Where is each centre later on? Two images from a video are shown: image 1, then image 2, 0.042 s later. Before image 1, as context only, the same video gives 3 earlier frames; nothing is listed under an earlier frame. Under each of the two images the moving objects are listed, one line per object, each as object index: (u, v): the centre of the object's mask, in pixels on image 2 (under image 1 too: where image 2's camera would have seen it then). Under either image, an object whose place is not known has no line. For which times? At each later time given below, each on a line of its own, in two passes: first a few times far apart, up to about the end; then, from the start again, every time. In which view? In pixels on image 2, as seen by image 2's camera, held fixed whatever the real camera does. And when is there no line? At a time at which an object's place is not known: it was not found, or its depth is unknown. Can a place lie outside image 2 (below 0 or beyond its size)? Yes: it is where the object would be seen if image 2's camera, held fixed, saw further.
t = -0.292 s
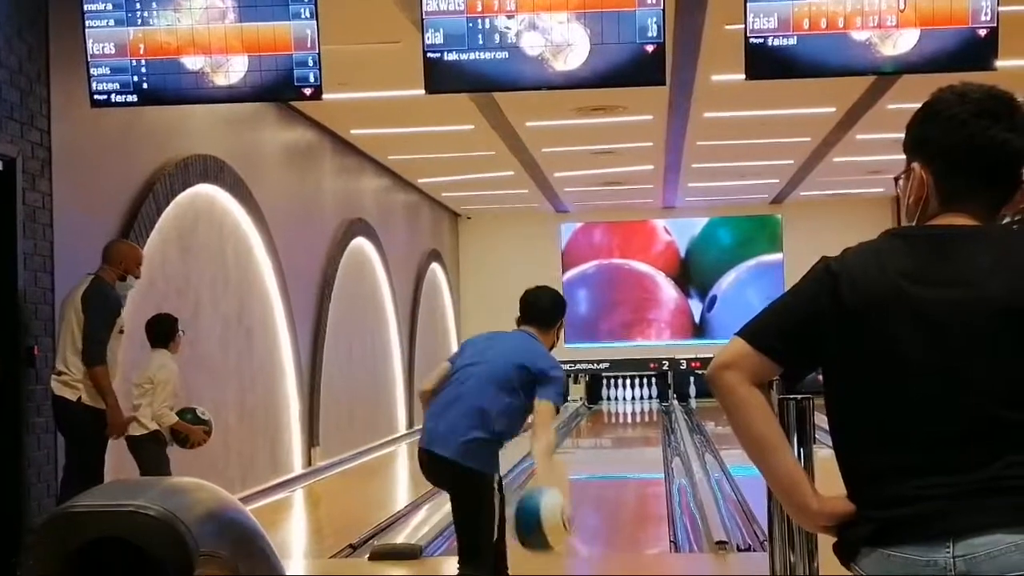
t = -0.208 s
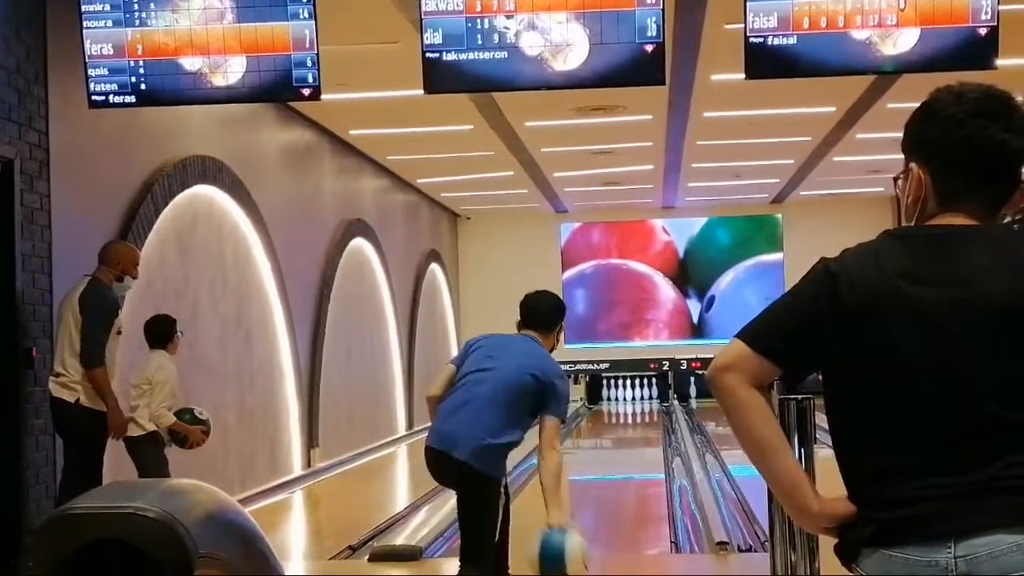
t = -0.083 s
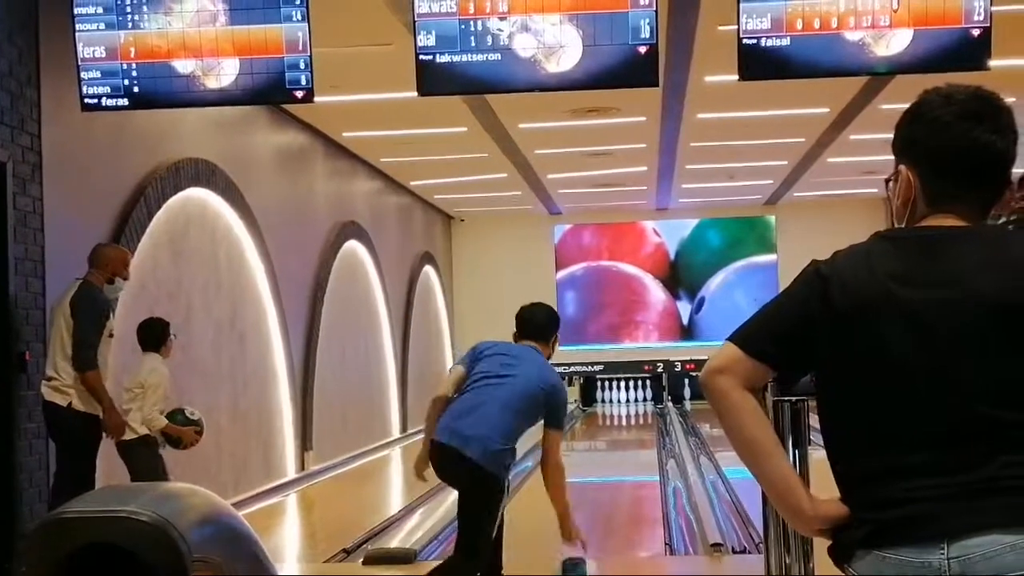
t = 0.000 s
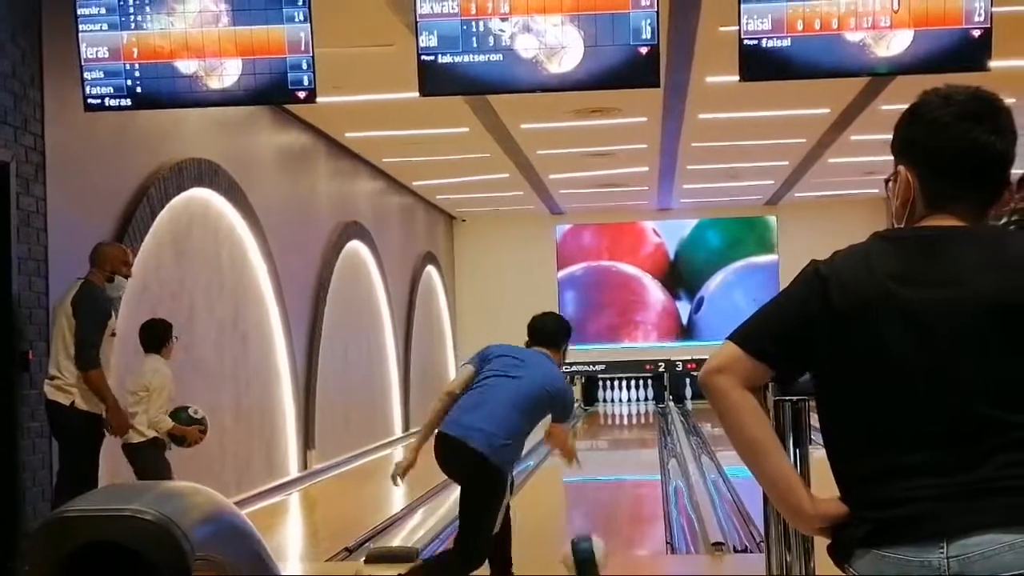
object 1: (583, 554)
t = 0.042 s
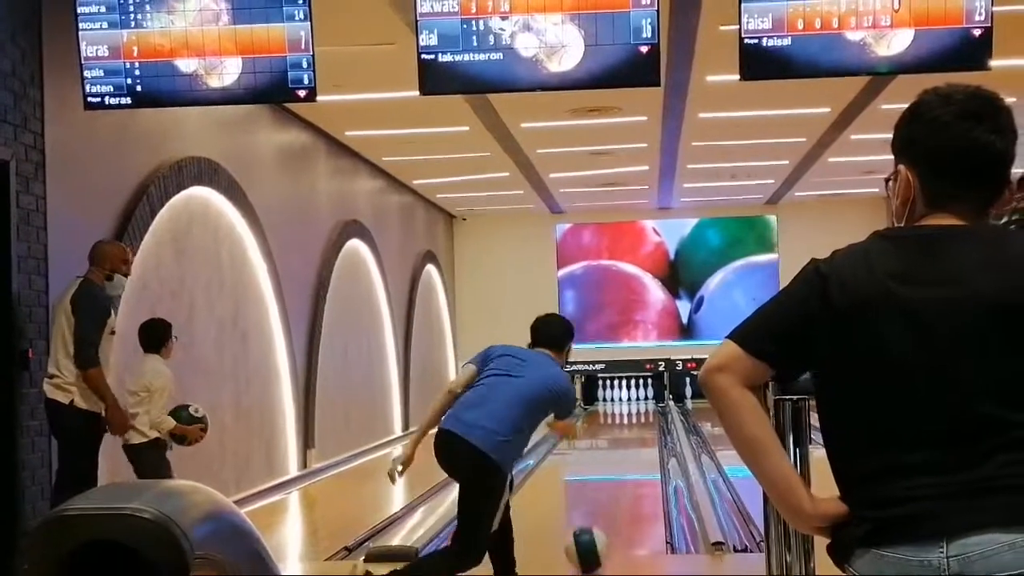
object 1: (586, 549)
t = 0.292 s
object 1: (598, 514)
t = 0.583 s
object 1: (607, 477)
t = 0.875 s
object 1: (613, 458)
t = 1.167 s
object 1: (616, 442)
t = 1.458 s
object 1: (620, 430)
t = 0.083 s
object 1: (588, 542)
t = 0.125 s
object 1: (590, 536)
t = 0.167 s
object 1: (592, 530)
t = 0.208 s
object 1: (595, 520)
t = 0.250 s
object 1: (597, 519)
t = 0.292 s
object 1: (598, 514)
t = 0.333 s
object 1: (600, 506)
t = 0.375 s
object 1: (602, 499)
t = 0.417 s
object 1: (603, 494)
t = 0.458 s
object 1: (604, 490)
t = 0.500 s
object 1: (605, 486)
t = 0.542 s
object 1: (607, 480)
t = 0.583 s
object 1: (607, 477)
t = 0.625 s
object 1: (609, 475)
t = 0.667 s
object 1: (609, 472)
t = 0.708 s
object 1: (610, 469)
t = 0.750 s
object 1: (611, 464)
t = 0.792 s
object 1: (611, 461)
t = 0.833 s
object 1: (612, 460)
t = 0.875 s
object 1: (613, 458)
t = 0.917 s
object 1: (614, 454)
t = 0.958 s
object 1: (614, 452)
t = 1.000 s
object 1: (615, 449)
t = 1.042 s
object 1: (614, 448)
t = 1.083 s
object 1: (616, 445)
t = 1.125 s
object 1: (616, 443)
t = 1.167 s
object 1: (616, 442)
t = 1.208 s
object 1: (616, 441)
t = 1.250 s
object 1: (617, 440)
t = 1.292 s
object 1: (618, 436)
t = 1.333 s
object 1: (618, 435)
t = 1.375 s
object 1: (618, 434)
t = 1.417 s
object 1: (618, 432)
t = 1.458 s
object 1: (620, 430)
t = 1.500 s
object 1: (619, 429)
